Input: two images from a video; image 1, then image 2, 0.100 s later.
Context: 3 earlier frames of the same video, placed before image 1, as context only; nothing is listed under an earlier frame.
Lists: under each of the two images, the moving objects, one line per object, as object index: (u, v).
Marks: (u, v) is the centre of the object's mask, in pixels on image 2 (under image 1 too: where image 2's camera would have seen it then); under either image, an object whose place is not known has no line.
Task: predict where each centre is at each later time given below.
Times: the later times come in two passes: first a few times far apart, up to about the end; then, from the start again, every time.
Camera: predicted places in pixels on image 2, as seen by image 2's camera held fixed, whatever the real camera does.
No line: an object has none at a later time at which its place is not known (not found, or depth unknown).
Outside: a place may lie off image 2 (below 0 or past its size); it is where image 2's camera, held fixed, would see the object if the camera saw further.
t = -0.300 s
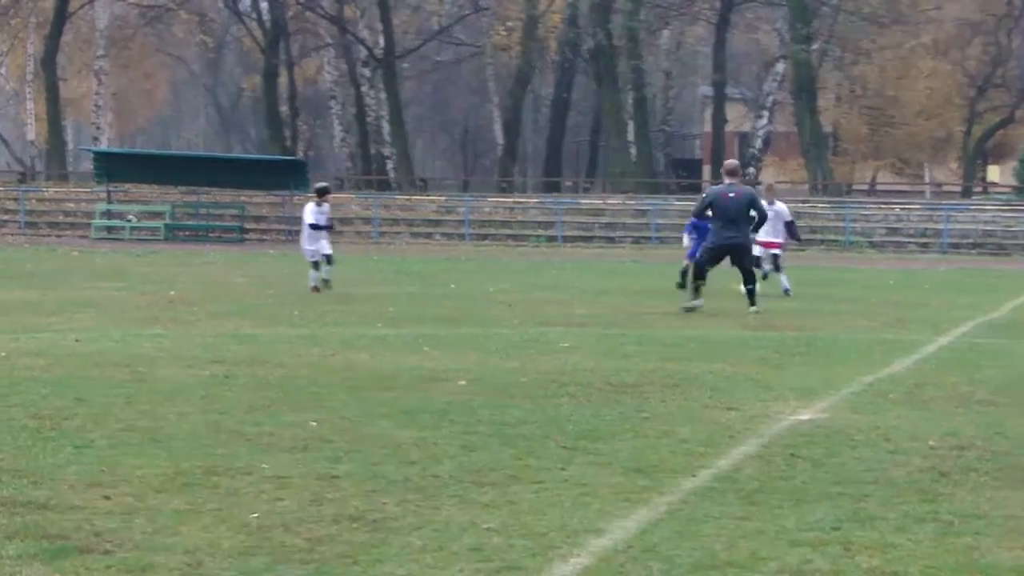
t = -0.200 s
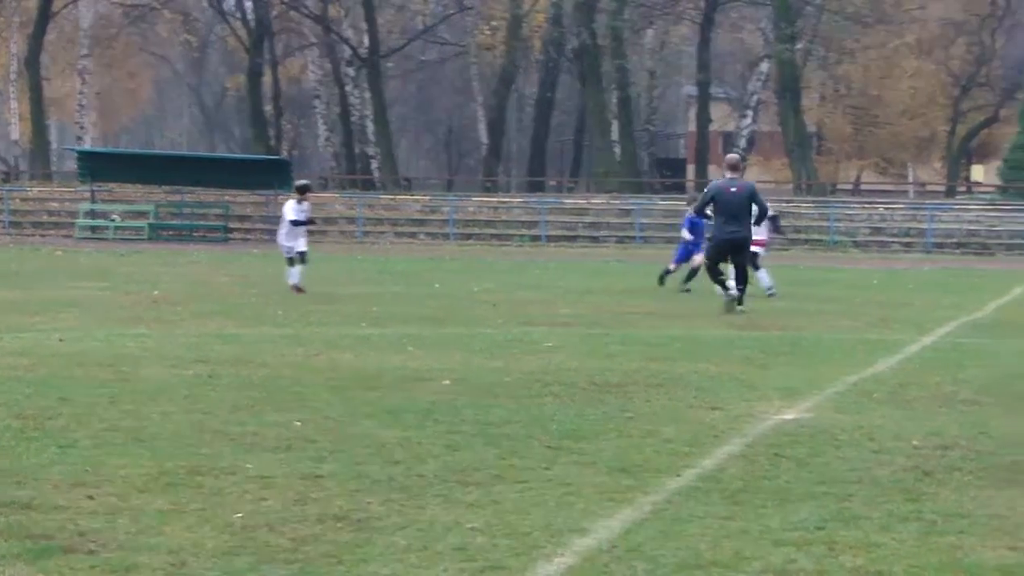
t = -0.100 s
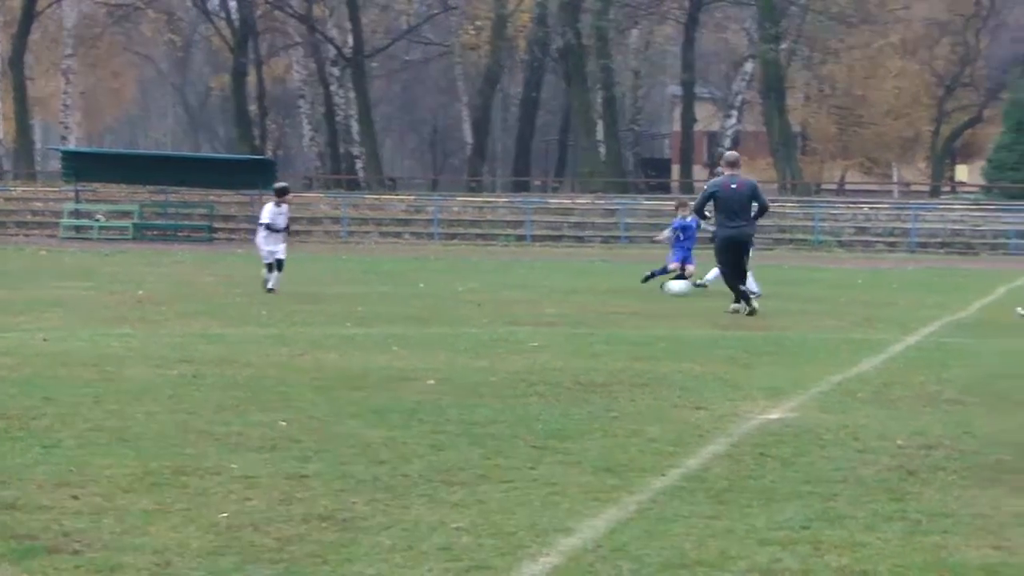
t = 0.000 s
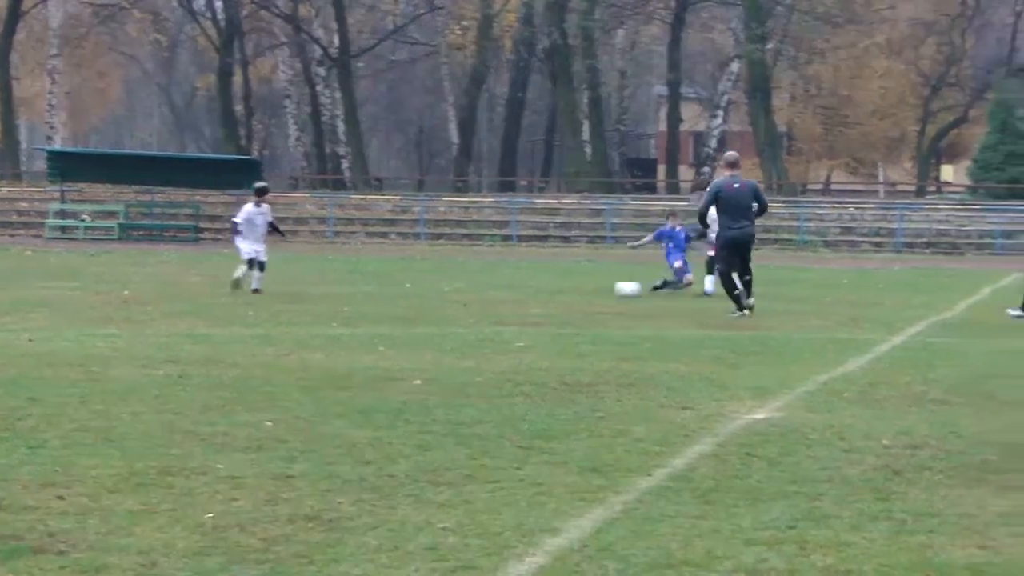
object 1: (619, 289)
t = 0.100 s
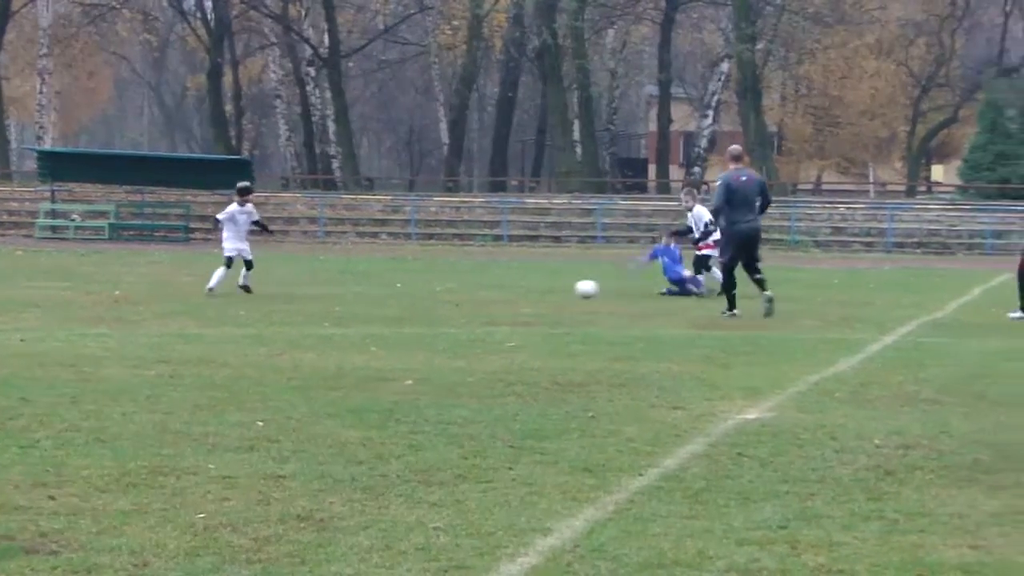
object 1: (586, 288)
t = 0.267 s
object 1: (538, 289)
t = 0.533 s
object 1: (476, 291)
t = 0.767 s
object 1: (433, 291)
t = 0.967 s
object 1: (397, 293)
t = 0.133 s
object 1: (576, 290)
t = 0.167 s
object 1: (565, 291)
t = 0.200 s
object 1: (556, 290)
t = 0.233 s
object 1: (547, 289)
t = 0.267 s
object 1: (538, 289)
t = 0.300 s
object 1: (529, 290)
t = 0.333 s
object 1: (521, 290)
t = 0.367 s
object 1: (512, 291)
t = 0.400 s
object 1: (505, 290)
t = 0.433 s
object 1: (498, 289)
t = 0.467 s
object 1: (491, 289)
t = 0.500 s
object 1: (483, 290)
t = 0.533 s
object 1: (476, 291)
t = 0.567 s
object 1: (470, 291)
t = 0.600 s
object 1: (464, 290)
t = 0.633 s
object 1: (458, 290)
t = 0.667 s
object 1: (452, 291)
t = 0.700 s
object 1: (445, 291)
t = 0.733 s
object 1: (439, 291)
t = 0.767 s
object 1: (433, 291)
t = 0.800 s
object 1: (427, 292)
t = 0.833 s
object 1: (421, 291)
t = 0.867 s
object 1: (415, 292)
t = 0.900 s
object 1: (409, 292)
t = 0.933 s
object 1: (403, 293)
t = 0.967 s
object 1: (397, 293)
